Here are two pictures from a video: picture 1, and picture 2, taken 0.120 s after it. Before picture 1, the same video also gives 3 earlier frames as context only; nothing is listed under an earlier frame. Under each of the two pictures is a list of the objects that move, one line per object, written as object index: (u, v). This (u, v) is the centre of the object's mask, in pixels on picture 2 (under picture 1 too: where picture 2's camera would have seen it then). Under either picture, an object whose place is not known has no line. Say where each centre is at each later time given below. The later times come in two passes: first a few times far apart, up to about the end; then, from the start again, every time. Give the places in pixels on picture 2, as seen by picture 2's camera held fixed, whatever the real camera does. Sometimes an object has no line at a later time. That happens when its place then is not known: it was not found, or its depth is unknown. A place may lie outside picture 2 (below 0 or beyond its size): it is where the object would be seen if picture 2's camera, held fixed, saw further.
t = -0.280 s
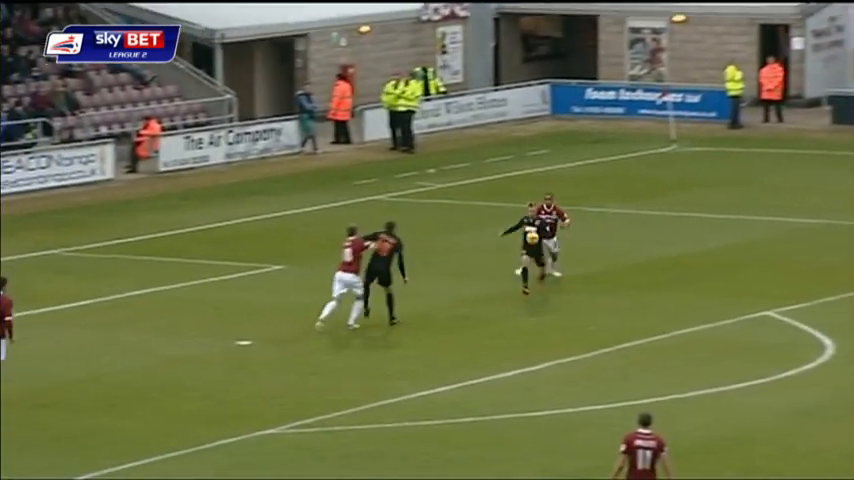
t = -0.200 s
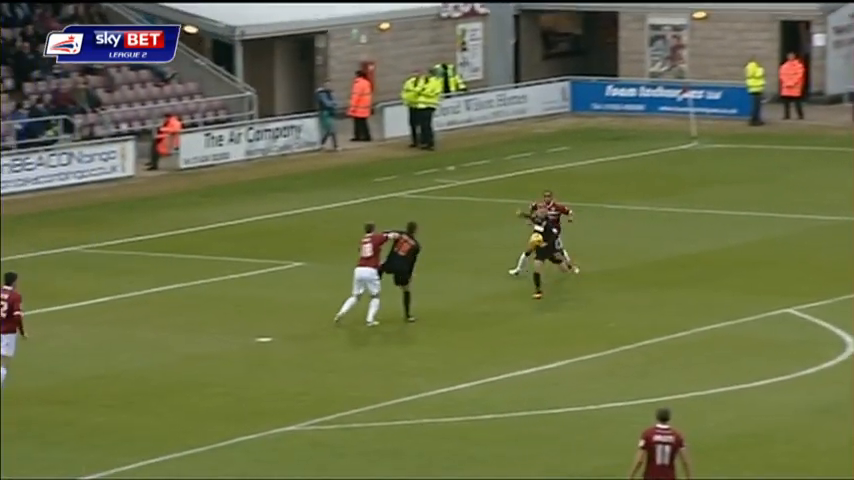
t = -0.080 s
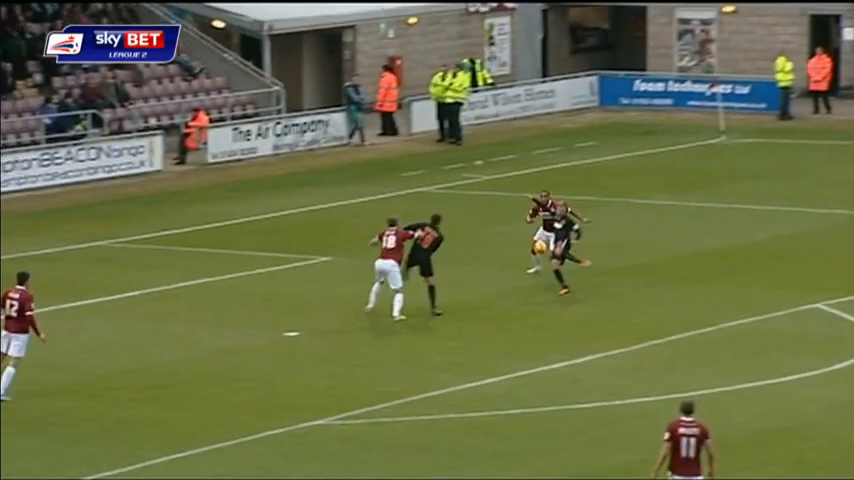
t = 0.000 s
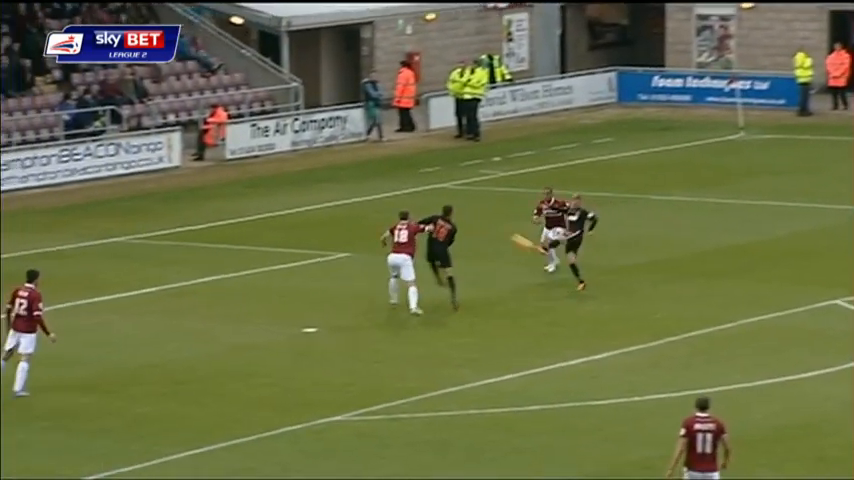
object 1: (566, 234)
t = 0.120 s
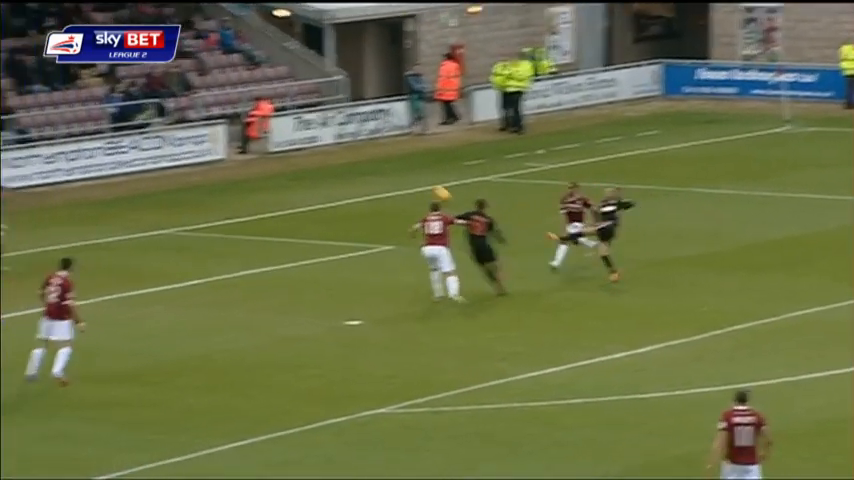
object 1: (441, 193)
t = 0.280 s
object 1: (287, 153)
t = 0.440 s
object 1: (139, 127)
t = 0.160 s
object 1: (403, 182)
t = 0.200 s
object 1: (363, 171)
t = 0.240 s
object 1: (324, 161)
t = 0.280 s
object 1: (287, 153)
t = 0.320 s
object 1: (249, 145)
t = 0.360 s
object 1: (212, 138)
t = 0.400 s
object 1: (176, 132)
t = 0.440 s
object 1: (139, 127)
